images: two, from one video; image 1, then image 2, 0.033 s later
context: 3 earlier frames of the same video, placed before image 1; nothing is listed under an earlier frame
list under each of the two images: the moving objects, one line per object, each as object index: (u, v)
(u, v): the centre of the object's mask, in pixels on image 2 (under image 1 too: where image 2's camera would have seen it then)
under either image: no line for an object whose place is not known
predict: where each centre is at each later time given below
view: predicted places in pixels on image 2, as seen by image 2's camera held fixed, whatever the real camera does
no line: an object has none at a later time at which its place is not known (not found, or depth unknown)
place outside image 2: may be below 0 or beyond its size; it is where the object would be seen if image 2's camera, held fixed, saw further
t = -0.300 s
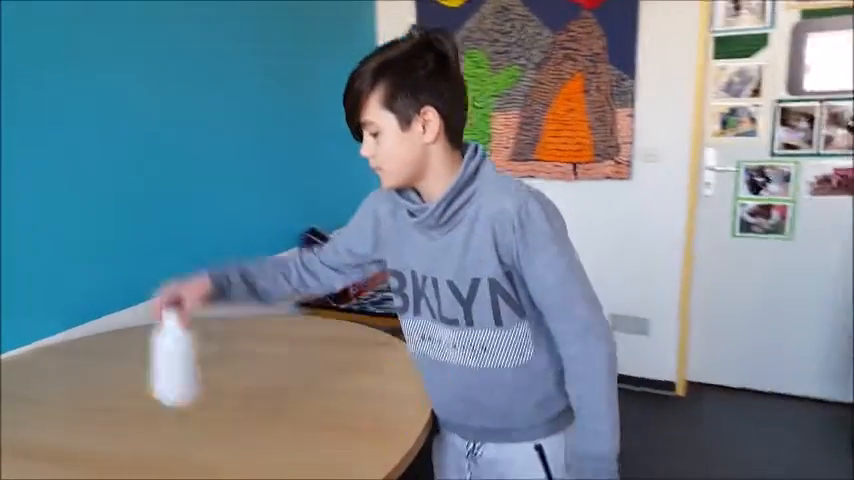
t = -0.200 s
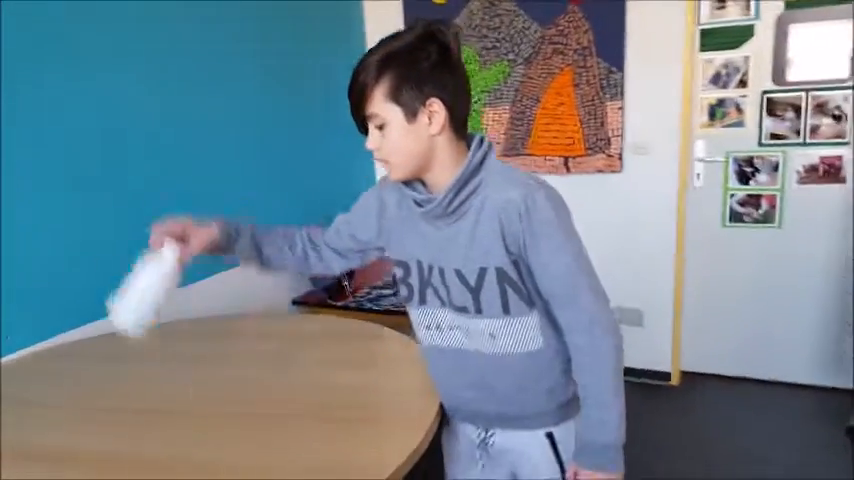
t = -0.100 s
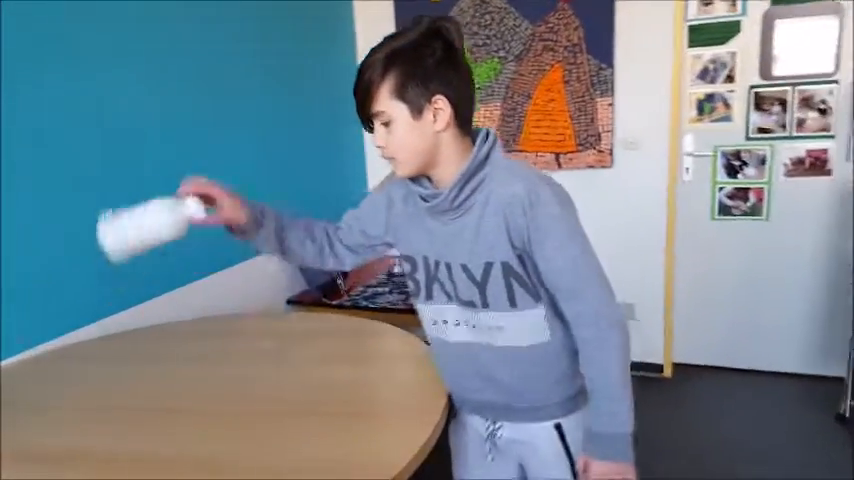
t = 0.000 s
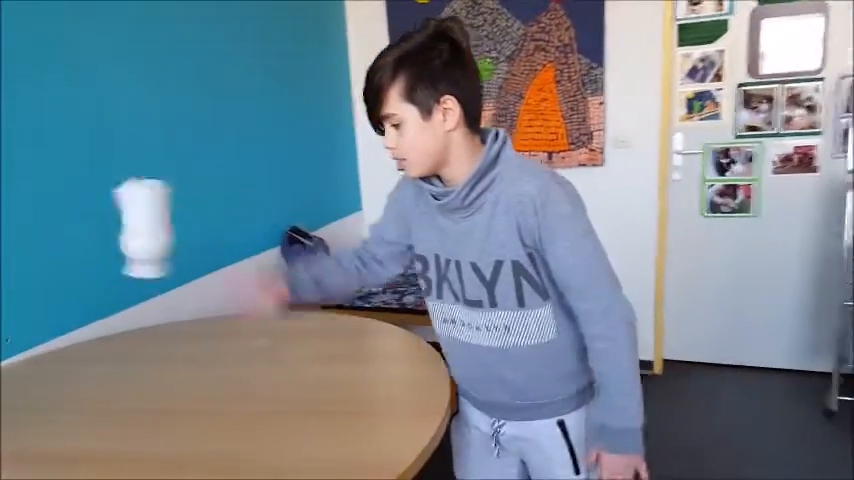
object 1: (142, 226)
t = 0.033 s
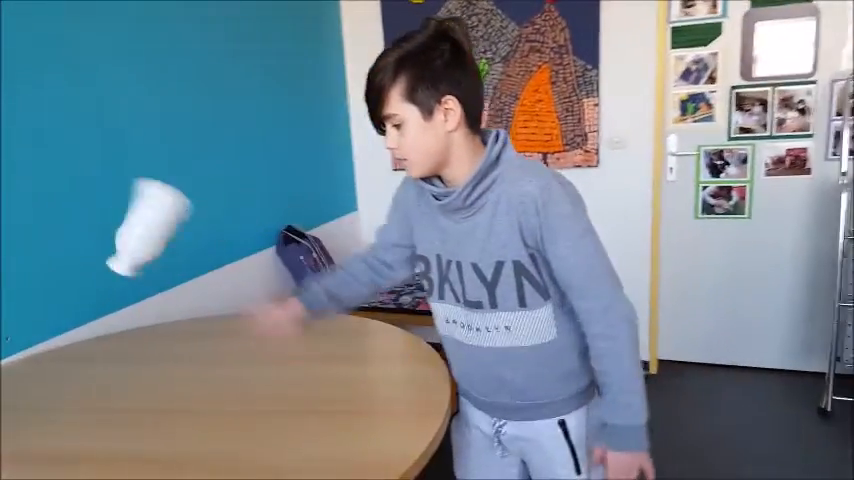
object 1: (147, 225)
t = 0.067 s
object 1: (154, 235)
